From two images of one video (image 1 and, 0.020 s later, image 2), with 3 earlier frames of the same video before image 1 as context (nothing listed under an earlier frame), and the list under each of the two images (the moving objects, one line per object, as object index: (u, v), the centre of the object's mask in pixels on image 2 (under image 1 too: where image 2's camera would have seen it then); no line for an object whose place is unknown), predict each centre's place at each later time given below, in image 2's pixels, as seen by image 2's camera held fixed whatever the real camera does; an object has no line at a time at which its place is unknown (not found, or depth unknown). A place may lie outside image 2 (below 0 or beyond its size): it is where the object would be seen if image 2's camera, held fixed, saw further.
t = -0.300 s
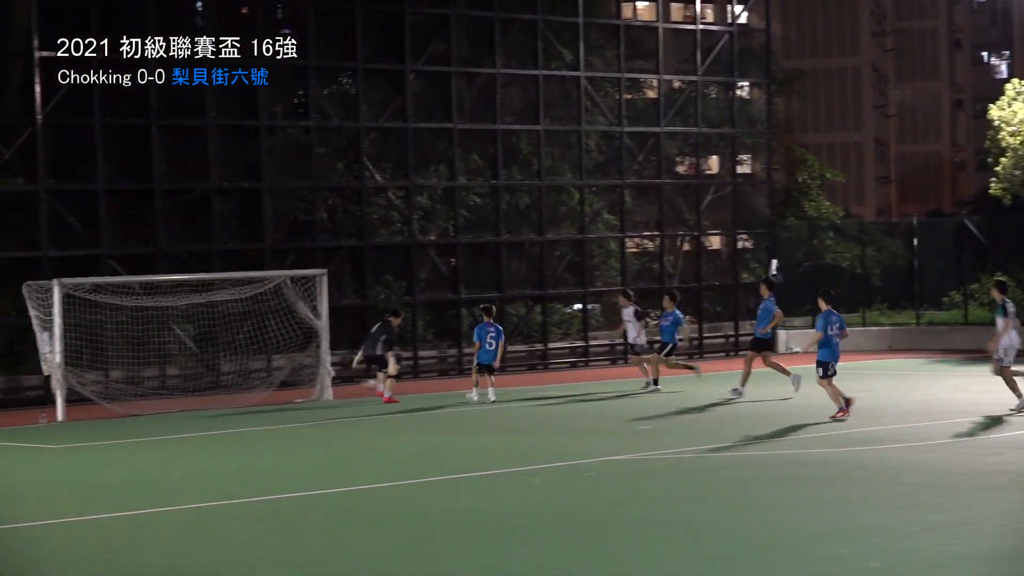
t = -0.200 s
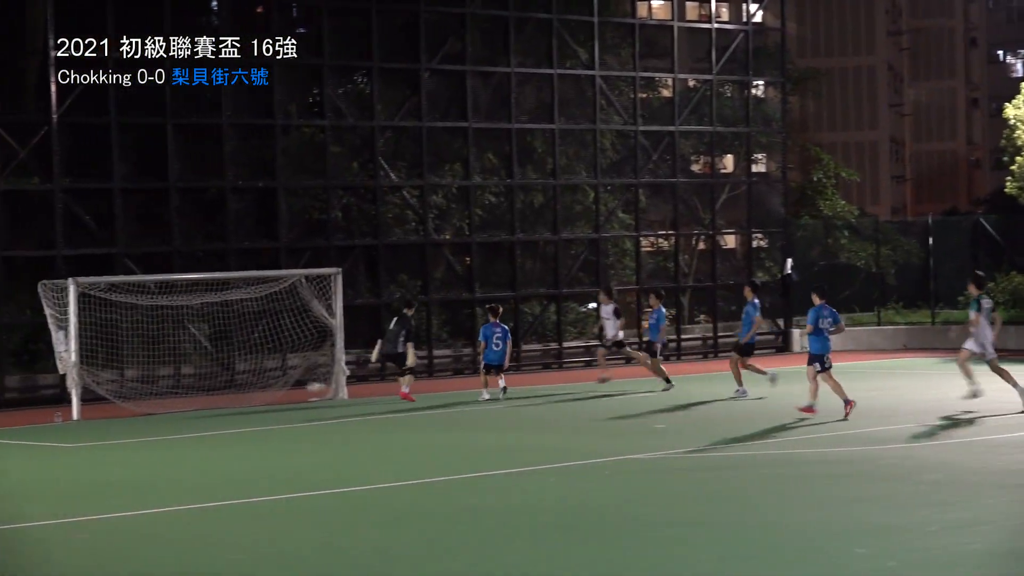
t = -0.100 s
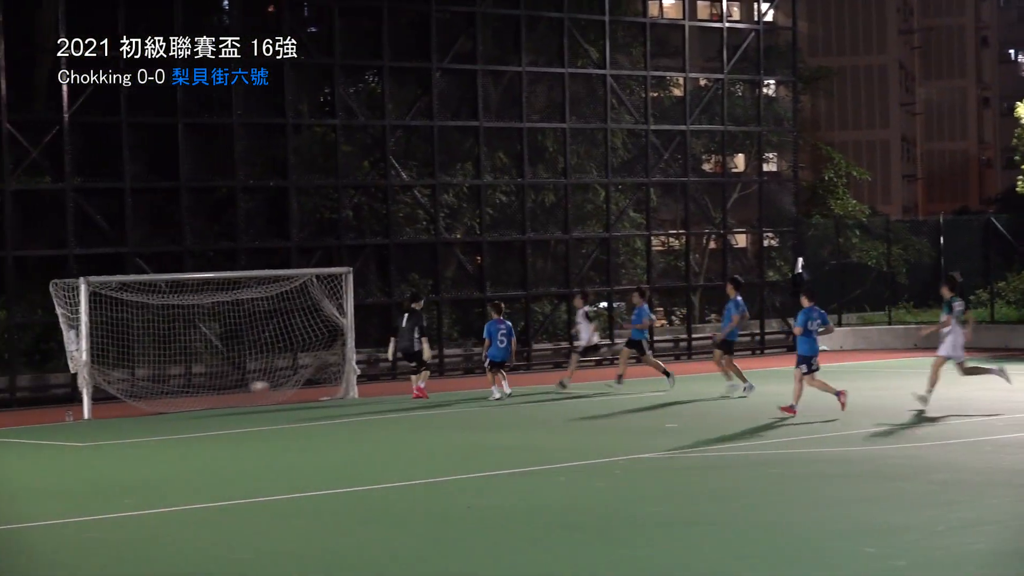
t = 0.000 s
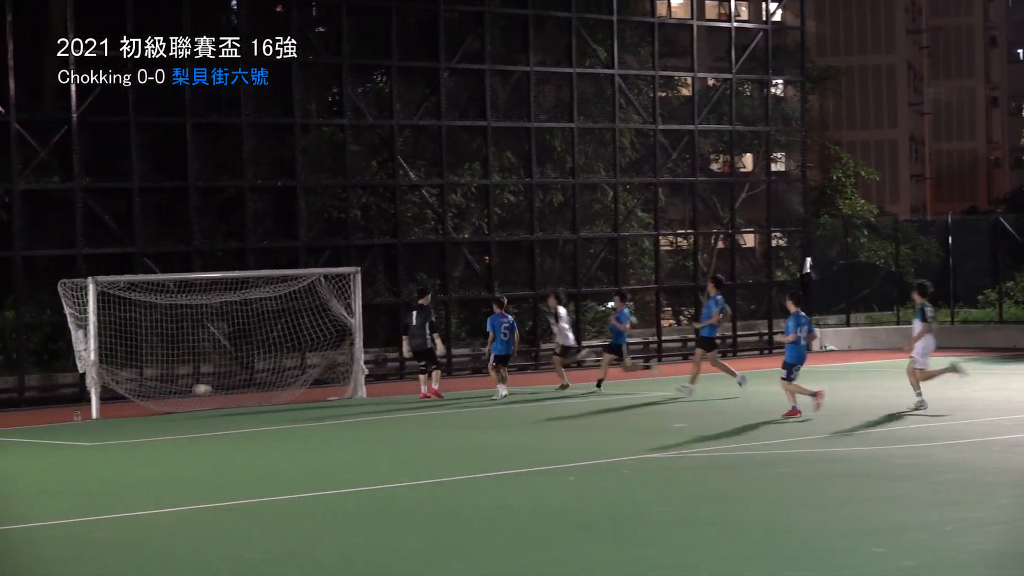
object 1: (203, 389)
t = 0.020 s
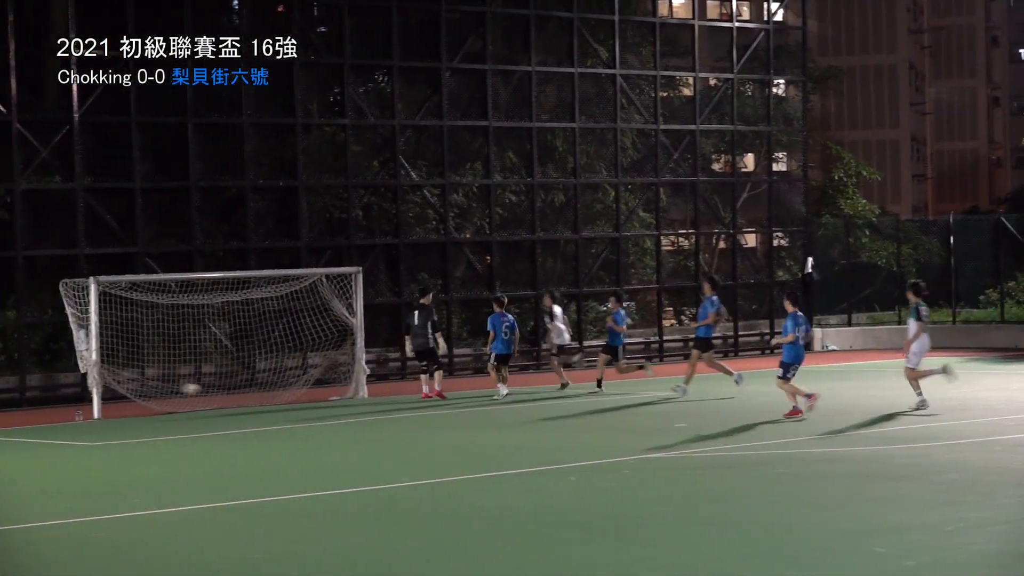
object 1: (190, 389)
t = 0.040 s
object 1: (178, 389)
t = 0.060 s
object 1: (166, 389)
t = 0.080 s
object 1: (154, 387)
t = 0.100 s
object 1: (153, 381)
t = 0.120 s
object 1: (156, 373)
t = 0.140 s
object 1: (158, 366)
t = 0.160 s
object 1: (161, 359)
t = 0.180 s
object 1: (163, 352)
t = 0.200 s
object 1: (166, 346)
